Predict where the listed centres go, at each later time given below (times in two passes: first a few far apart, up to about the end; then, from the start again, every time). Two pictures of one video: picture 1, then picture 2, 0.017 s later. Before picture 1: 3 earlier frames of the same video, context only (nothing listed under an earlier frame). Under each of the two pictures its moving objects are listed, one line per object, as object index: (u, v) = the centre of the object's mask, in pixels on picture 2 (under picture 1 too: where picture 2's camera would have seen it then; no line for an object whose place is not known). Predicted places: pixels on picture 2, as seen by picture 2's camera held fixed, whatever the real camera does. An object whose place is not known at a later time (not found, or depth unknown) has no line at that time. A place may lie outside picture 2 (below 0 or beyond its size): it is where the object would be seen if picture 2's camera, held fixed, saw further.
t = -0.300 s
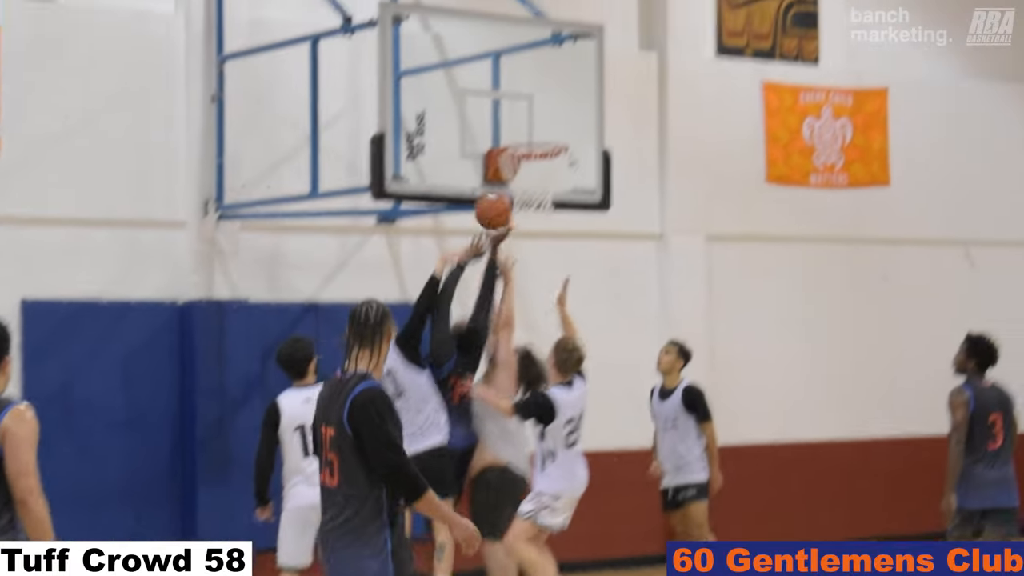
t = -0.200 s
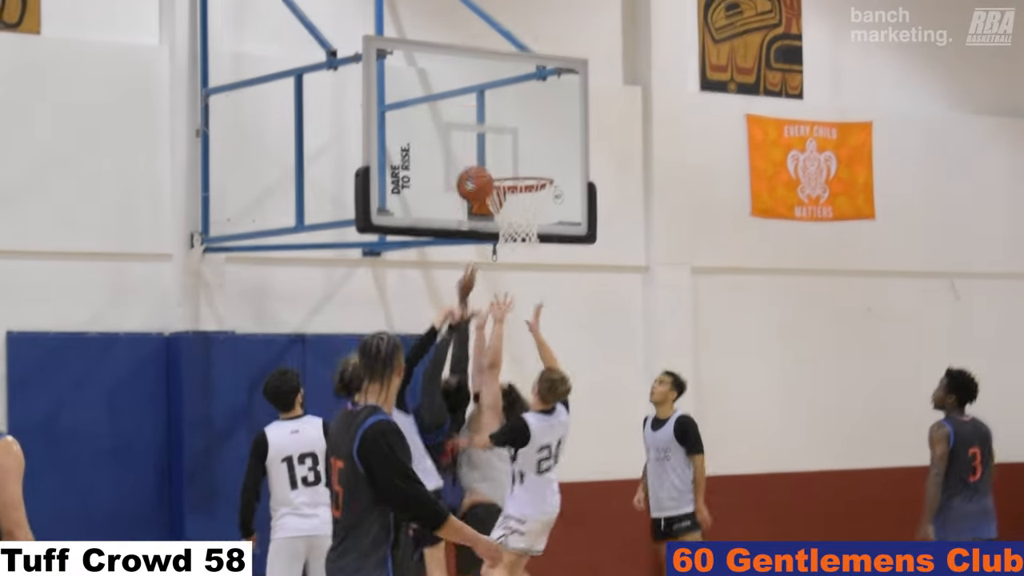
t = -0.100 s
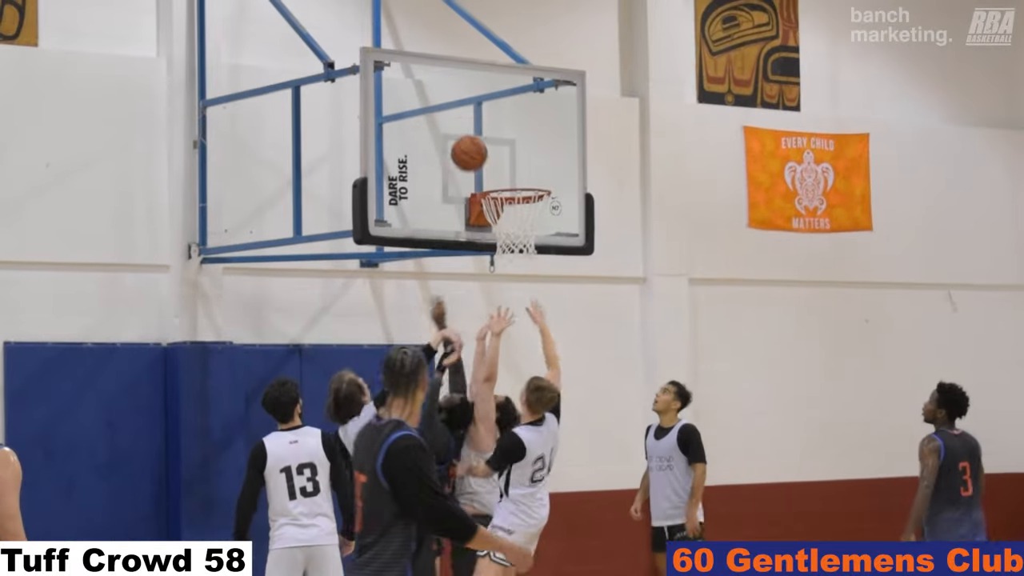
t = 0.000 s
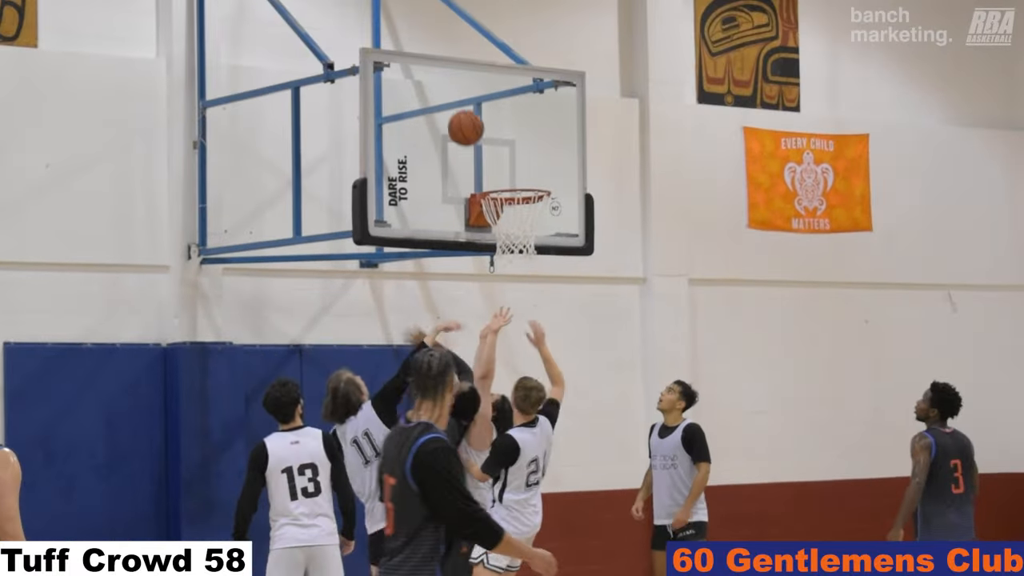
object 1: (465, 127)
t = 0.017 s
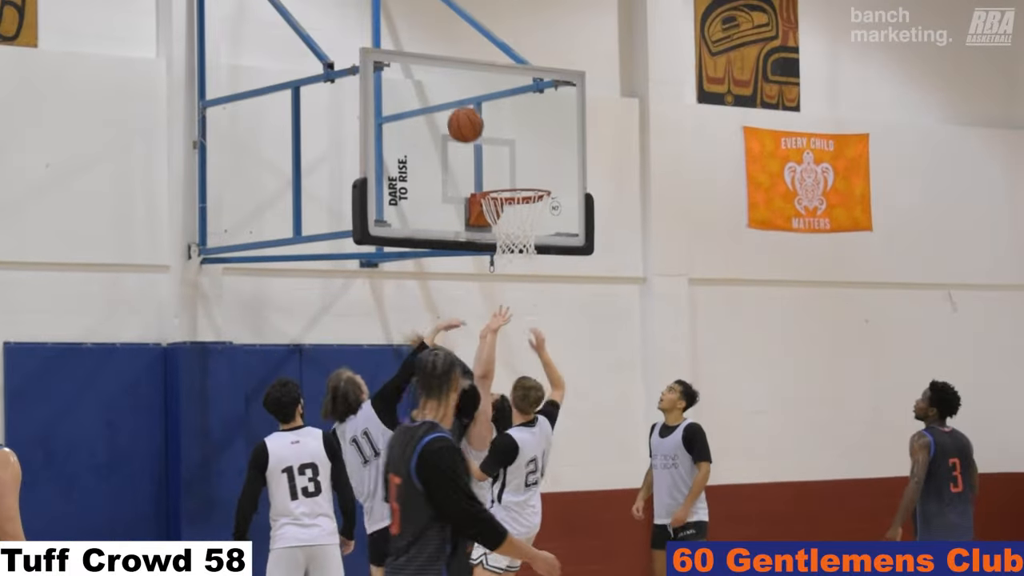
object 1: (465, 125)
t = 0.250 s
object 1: (494, 139)
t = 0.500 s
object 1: (519, 210)
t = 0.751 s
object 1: (514, 232)
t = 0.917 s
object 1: (512, 264)
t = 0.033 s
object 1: (465, 123)
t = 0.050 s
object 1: (464, 121)
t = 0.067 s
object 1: (464, 119)
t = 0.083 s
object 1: (464, 119)
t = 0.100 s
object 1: (467, 119)
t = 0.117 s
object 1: (470, 119)
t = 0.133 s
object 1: (473, 120)
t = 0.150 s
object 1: (476, 122)
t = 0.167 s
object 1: (478, 124)
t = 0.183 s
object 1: (481, 126)
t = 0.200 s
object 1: (484, 129)
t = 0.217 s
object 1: (487, 132)
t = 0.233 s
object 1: (491, 135)
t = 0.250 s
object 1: (494, 139)
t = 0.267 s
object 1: (497, 144)
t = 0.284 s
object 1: (500, 149)
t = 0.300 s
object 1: (503, 154)
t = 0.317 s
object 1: (506, 160)
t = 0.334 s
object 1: (509, 166)
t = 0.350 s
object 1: (512, 173)
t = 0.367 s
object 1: (515, 179)
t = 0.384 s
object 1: (516, 181)
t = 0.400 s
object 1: (517, 182)
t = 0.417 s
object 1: (517, 189)
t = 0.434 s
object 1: (517, 193)
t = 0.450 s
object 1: (517, 196)
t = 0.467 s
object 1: (518, 201)
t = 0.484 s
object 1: (519, 205)
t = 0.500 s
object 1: (519, 210)
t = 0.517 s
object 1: (518, 214)
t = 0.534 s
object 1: (518, 217)
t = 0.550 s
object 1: (519, 217)
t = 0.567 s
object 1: (520, 217)
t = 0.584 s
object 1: (518, 218)
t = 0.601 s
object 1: (518, 221)
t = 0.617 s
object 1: (518, 223)
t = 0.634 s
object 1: (516, 223)
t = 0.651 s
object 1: (516, 229)
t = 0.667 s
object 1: (516, 228)
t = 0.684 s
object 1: (515, 229)
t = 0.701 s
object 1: (515, 230)
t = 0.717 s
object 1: (514, 232)
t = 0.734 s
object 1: (515, 231)
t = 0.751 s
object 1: (514, 232)
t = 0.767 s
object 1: (513, 234)
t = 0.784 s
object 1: (513, 236)
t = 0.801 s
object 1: (512, 238)
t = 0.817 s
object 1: (512, 240)
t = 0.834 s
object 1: (512, 243)
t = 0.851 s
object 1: (512, 246)
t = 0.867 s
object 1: (512, 249)
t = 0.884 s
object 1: (512, 253)
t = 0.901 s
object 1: (512, 257)
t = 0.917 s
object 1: (512, 264)
